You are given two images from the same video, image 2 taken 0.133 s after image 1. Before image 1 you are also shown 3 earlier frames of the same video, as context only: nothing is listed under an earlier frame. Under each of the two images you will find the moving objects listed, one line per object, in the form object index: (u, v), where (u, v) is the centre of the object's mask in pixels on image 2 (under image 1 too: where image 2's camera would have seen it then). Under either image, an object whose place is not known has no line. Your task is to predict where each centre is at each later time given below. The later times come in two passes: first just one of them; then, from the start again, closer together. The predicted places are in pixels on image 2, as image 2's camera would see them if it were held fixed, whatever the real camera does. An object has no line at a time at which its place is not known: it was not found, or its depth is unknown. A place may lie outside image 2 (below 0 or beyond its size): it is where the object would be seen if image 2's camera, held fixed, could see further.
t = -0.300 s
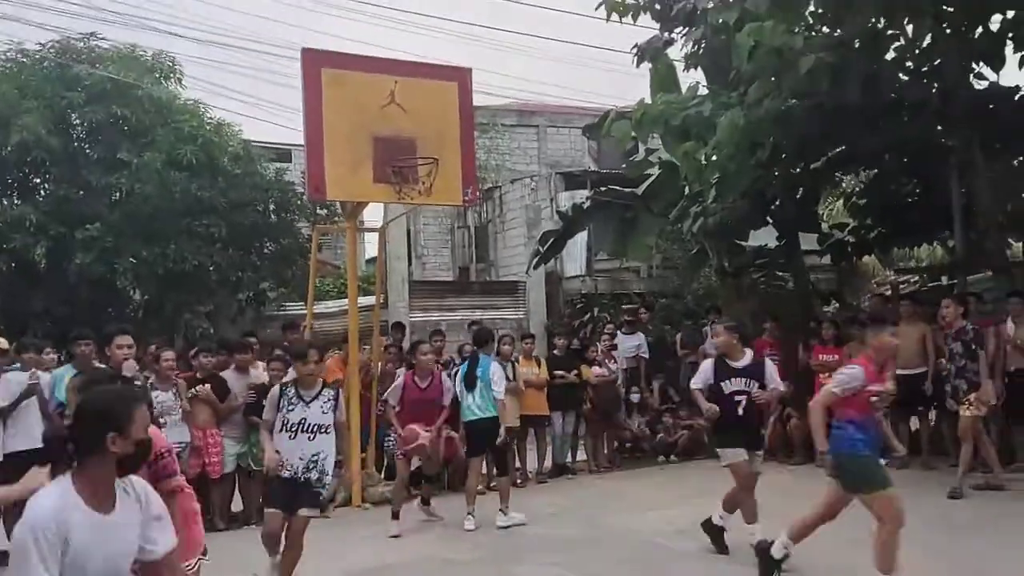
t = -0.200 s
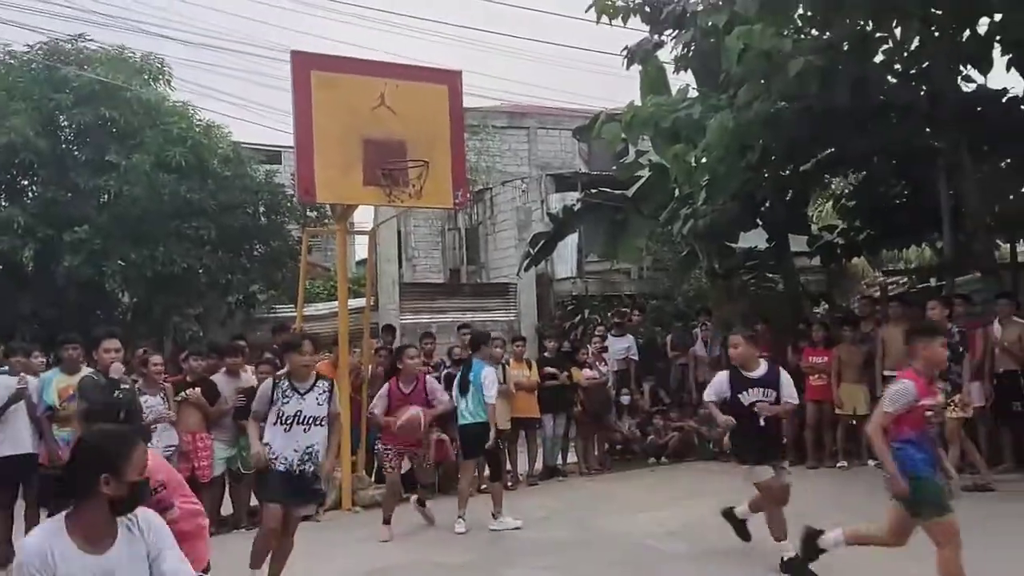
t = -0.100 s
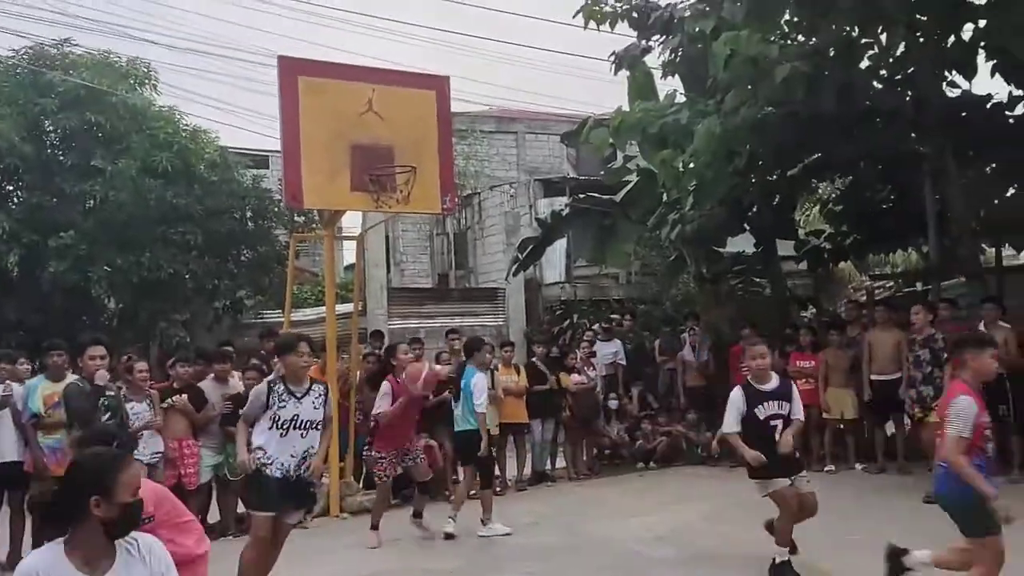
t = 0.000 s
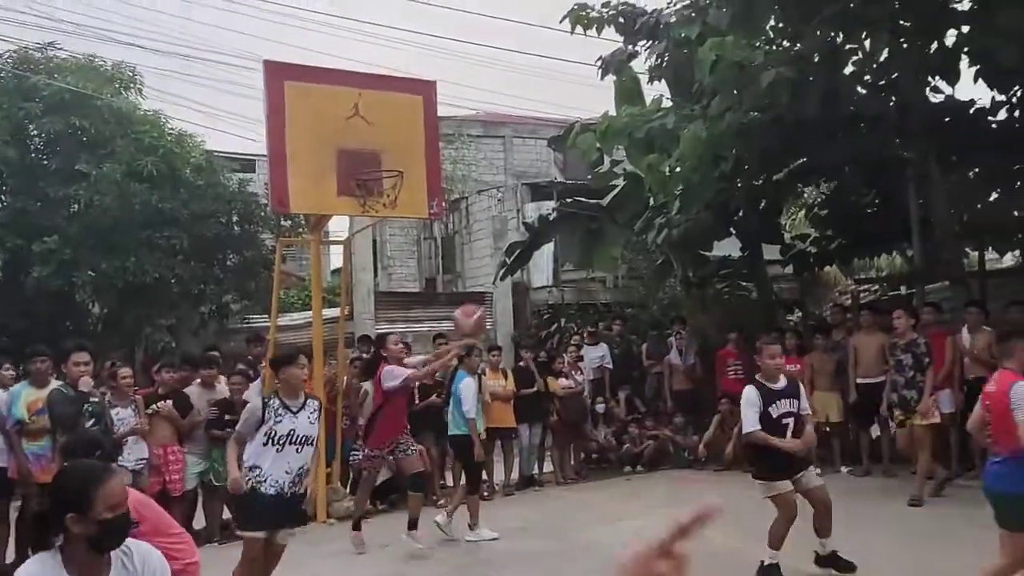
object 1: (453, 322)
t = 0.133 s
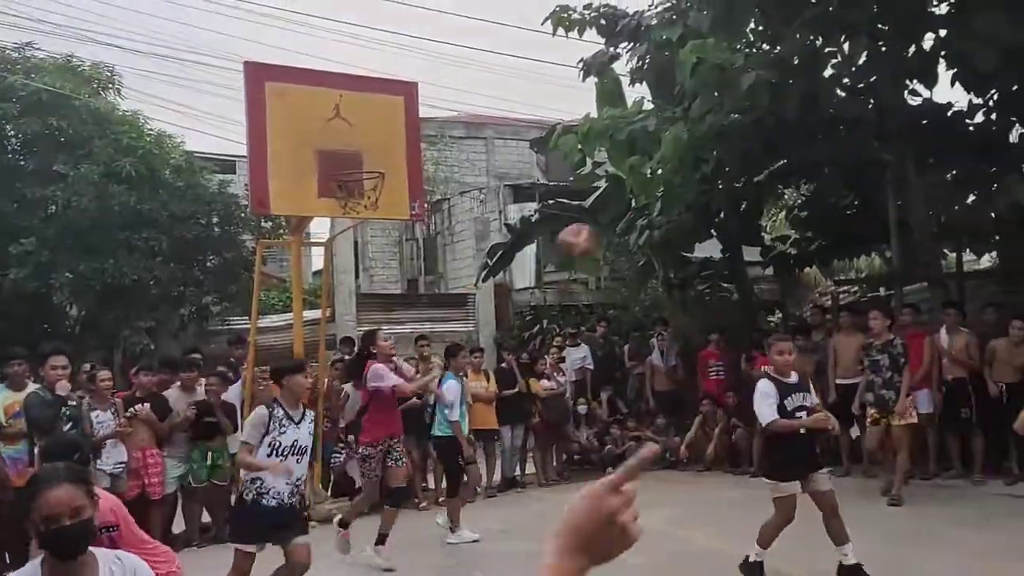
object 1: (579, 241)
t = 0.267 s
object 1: (713, 179)
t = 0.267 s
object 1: (713, 179)
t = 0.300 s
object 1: (751, 165)
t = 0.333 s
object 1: (787, 153)
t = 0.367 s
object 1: (824, 144)
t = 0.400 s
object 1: (863, 135)
